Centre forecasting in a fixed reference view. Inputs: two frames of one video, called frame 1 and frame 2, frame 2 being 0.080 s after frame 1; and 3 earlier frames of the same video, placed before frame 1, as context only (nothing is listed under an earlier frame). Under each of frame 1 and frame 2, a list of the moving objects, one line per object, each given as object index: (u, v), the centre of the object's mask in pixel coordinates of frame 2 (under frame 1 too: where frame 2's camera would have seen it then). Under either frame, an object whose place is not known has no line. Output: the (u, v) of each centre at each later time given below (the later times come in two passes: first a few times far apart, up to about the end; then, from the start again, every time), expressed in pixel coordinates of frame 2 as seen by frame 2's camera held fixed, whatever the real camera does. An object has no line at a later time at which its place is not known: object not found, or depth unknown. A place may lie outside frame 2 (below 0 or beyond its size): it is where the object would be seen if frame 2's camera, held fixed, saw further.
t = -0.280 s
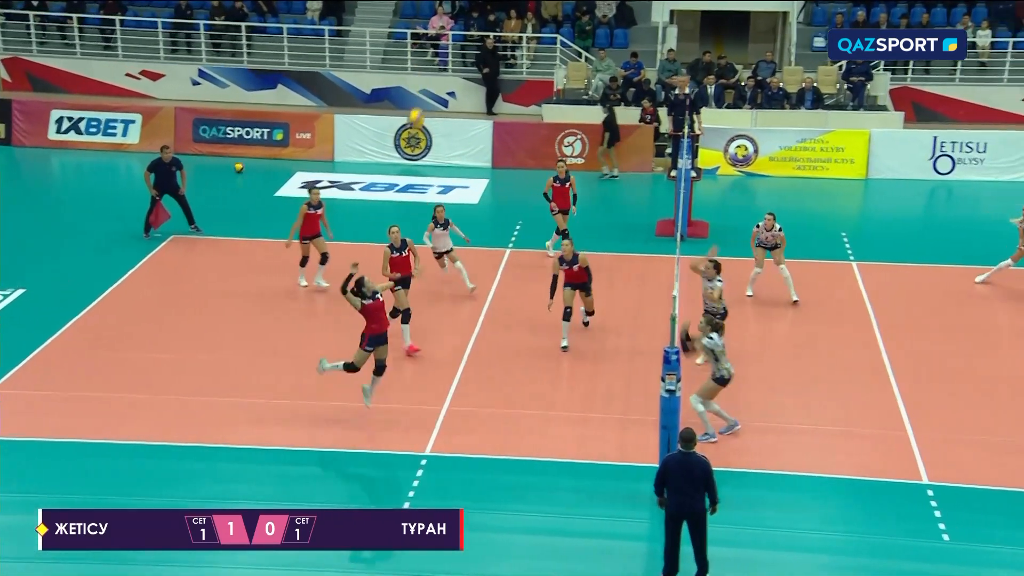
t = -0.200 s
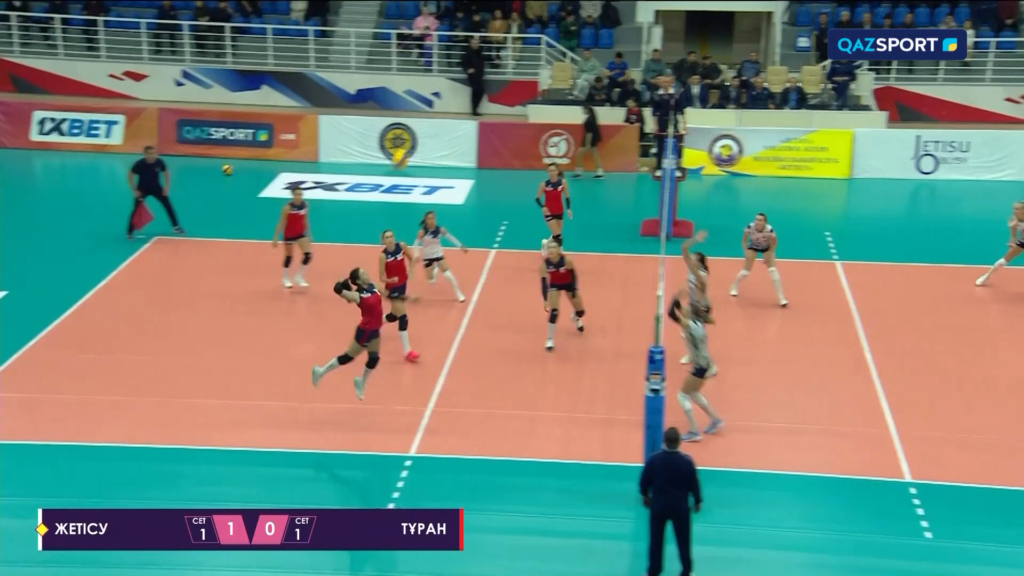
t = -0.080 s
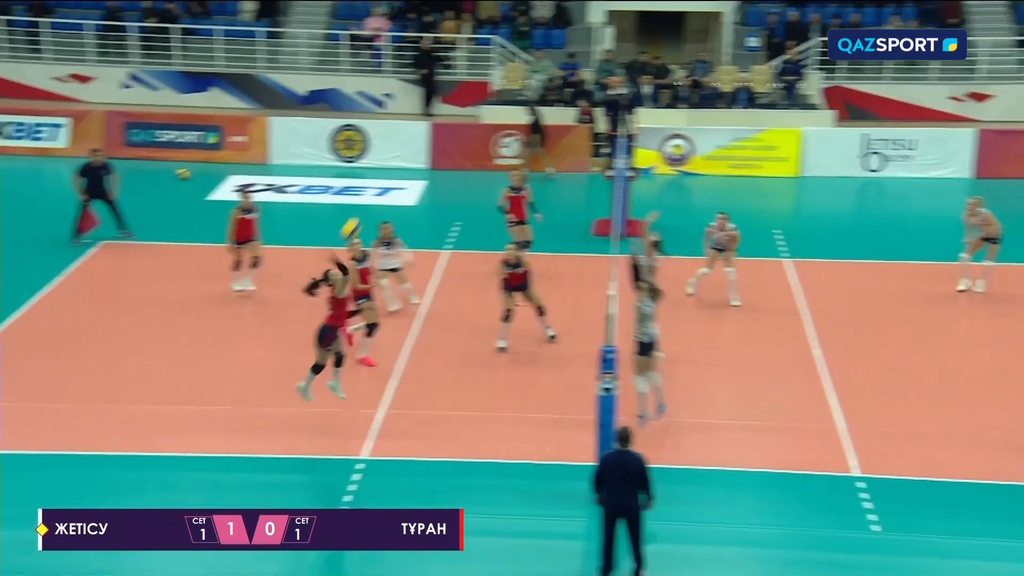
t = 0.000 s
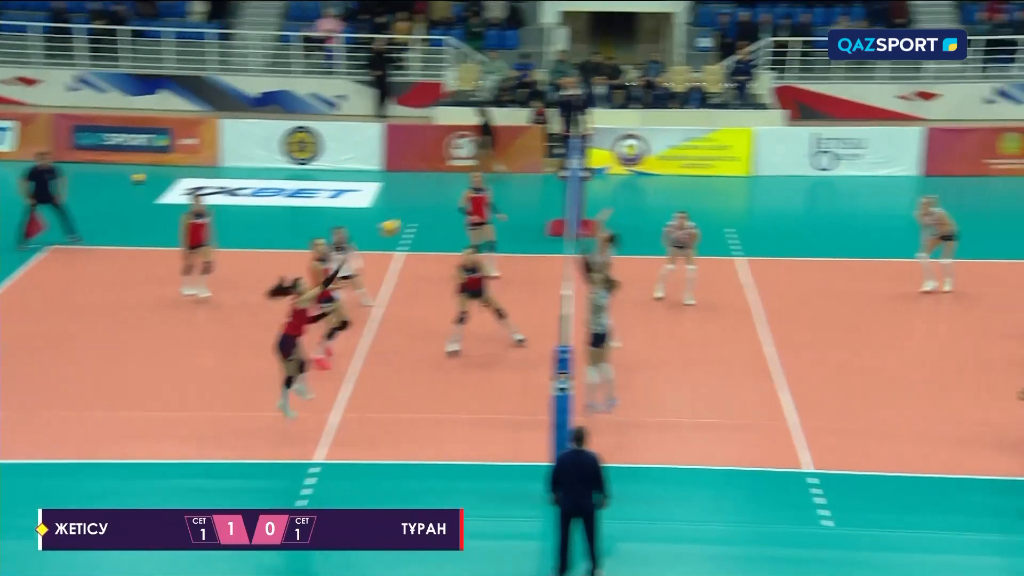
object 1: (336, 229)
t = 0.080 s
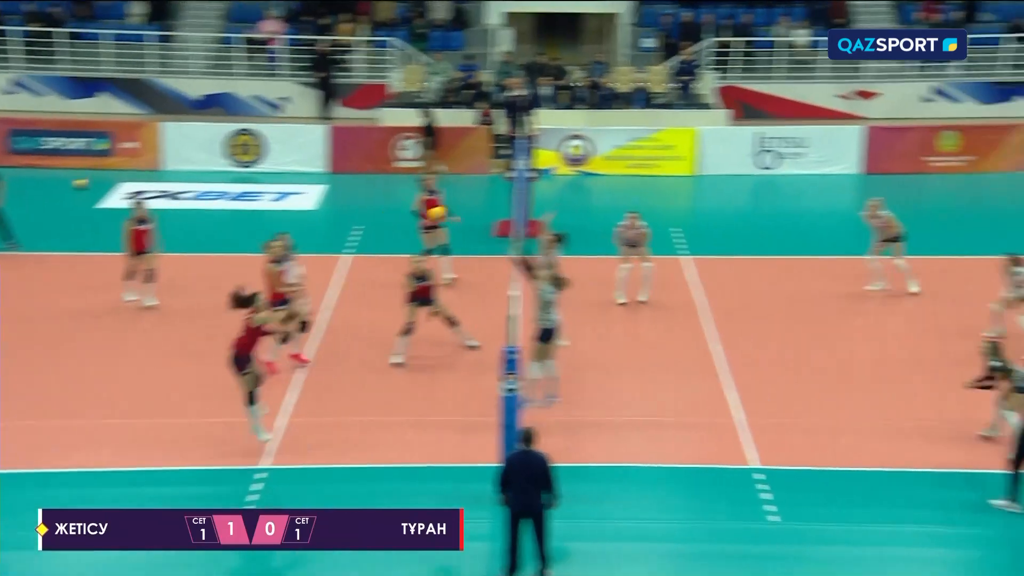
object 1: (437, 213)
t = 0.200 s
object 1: (570, 201)
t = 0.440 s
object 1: (776, 203)
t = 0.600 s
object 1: (887, 231)
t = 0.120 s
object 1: (485, 208)
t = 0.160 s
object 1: (530, 205)
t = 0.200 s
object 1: (570, 201)
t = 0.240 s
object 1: (608, 198)
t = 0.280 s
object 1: (644, 196)
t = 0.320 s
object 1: (679, 196)
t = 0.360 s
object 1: (713, 197)
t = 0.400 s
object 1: (745, 200)
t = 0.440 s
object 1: (776, 203)
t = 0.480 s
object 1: (805, 208)
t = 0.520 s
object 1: (834, 215)
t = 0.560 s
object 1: (861, 222)
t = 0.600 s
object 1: (887, 231)
